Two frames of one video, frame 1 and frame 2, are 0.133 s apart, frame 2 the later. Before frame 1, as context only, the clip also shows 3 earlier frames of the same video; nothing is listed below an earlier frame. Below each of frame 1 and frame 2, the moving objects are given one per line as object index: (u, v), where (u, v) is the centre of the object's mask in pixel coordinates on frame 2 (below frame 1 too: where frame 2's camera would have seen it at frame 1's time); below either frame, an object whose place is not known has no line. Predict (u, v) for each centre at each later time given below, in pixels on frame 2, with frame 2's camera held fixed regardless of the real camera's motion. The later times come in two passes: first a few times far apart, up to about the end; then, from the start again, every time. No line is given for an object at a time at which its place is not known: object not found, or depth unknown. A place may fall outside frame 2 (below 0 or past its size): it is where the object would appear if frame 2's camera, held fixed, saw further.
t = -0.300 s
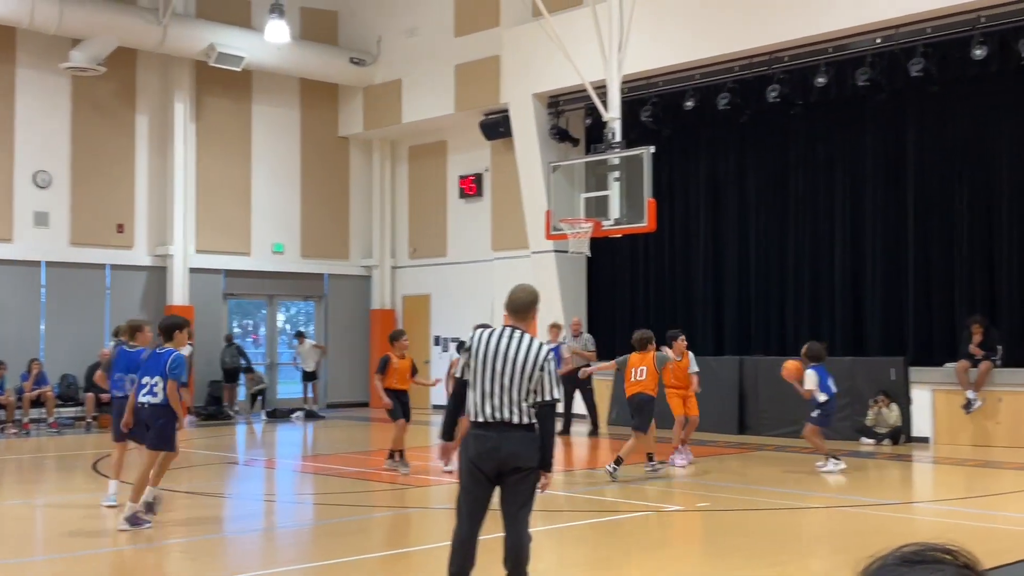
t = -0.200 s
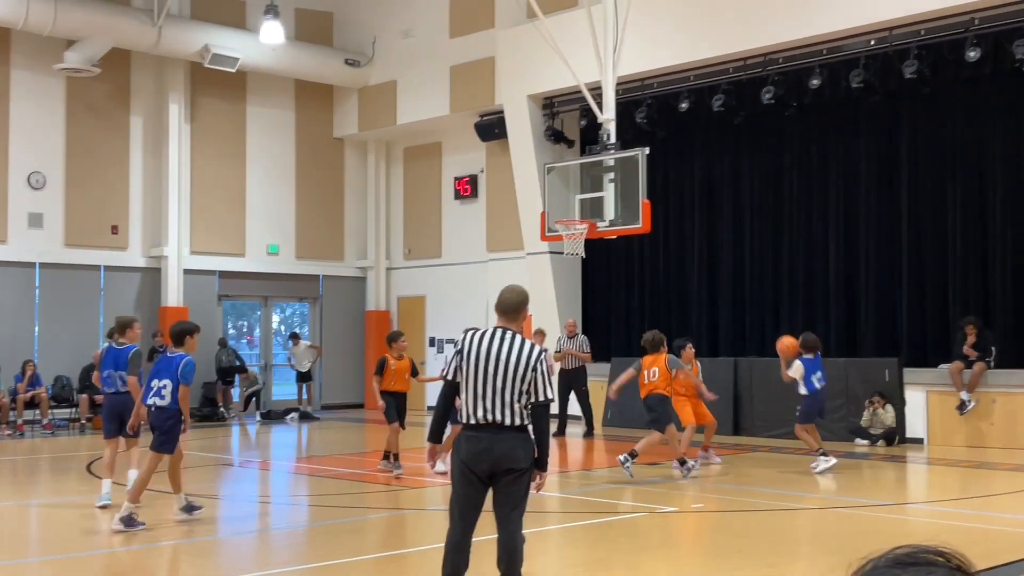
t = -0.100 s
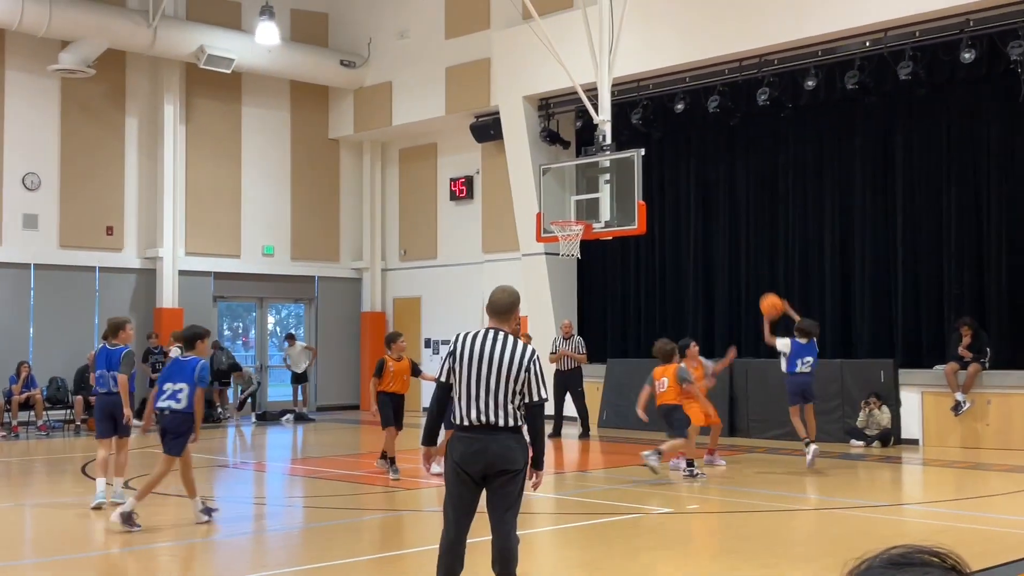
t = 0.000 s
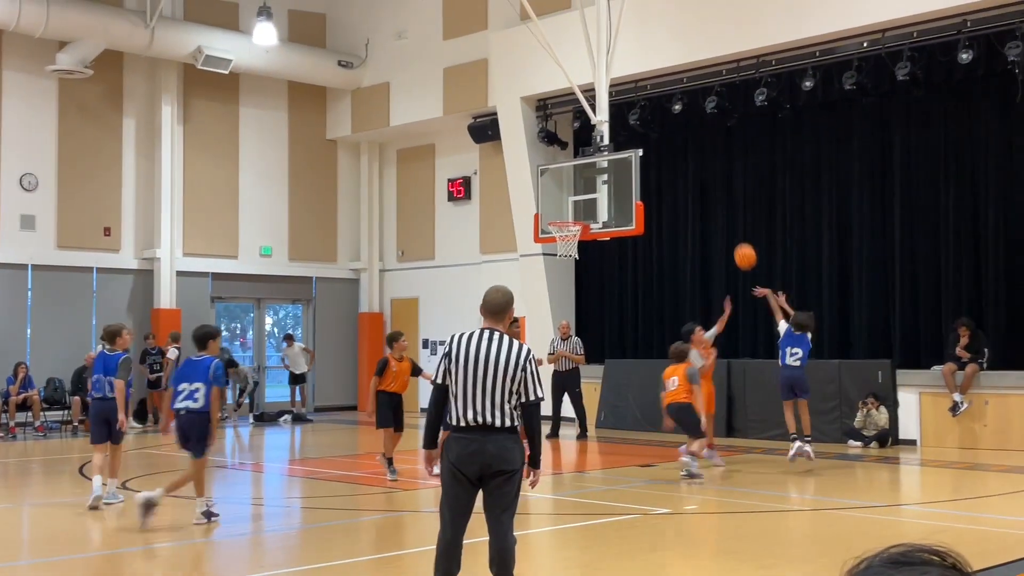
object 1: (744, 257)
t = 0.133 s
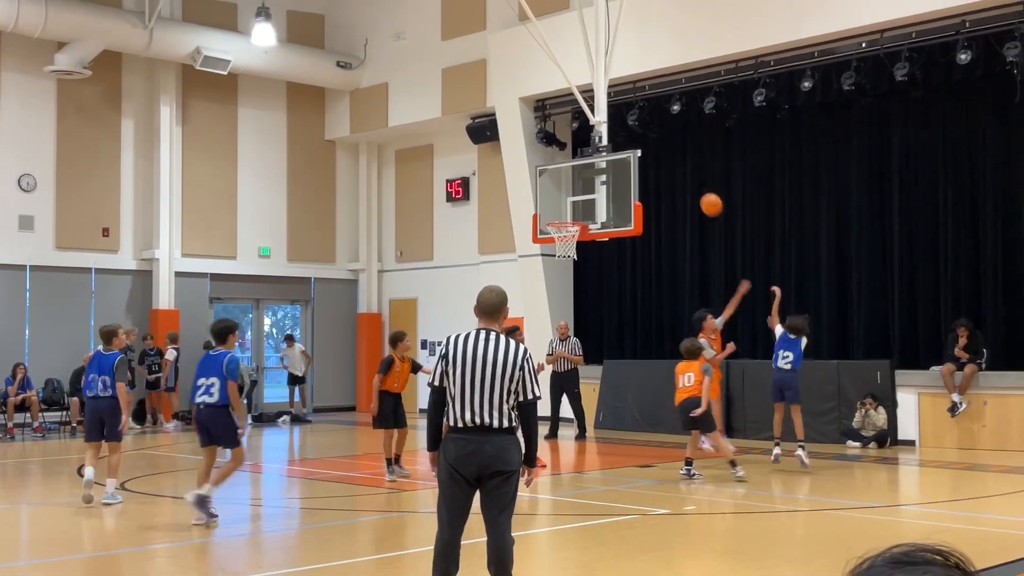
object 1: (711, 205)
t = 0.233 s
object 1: (688, 176)
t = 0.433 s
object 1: (645, 146)
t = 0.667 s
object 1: (598, 152)
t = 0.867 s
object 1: (561, 188)
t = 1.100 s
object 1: (519, 232)
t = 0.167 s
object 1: (703, 194)
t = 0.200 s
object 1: (695, 185)
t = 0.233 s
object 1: (688, 176)
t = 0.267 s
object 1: (680, 169)
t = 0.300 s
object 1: (673, 163)
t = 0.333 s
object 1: (666, 157)
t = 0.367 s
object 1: (659, 153)
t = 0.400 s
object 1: (651, 149)
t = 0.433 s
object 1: (645, 146)
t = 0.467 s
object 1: (638, 144)
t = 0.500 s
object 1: (631, 143)
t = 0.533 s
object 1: (624, 143)
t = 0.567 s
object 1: (617, 144)
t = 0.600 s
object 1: (611, 146)
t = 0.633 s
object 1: (604, 149)
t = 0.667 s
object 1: (598, 152)
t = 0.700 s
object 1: (591, 156)
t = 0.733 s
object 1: (585, 161)
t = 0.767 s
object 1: (579, 166)
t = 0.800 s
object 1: (573, 173)
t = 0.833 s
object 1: (567, 180)
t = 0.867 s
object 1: (561, 188)
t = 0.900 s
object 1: (555, 196)
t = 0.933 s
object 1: (549, 205)
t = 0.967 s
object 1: (543, 215)
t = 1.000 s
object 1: (538, 220)
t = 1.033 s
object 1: (532, 223)
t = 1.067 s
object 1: (525, 228)
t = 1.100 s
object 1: (519, 232)
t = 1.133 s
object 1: (513, 237)
